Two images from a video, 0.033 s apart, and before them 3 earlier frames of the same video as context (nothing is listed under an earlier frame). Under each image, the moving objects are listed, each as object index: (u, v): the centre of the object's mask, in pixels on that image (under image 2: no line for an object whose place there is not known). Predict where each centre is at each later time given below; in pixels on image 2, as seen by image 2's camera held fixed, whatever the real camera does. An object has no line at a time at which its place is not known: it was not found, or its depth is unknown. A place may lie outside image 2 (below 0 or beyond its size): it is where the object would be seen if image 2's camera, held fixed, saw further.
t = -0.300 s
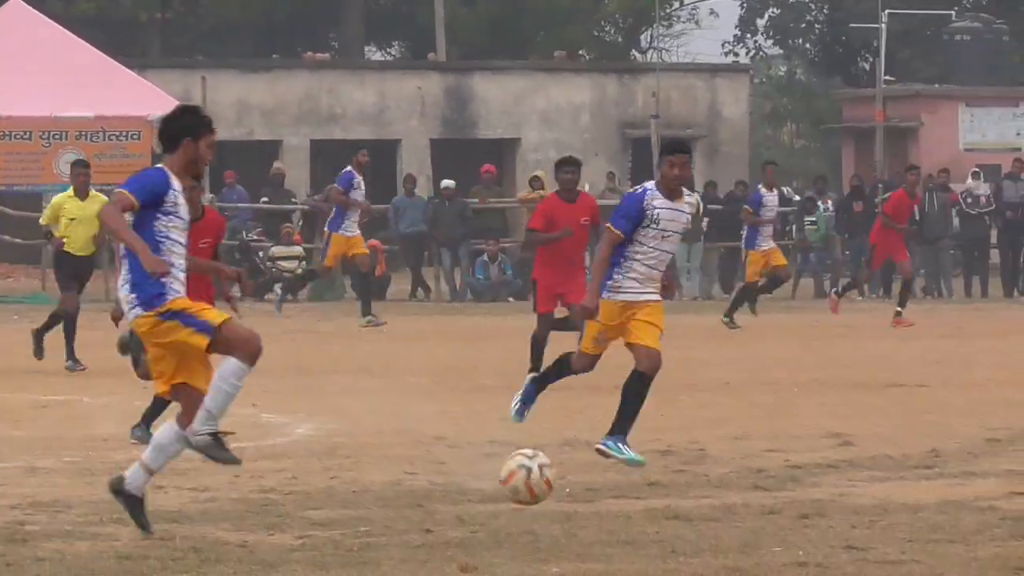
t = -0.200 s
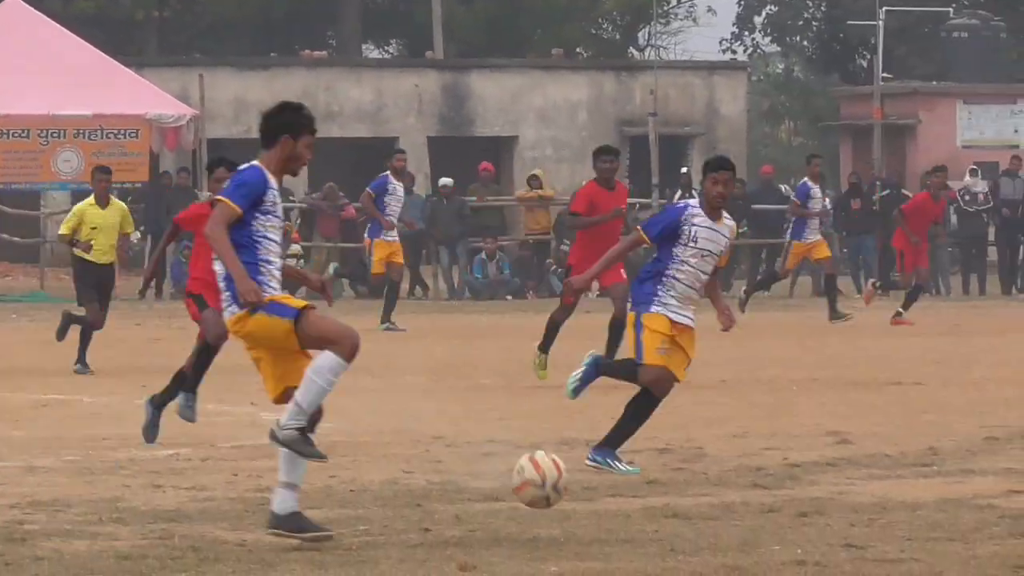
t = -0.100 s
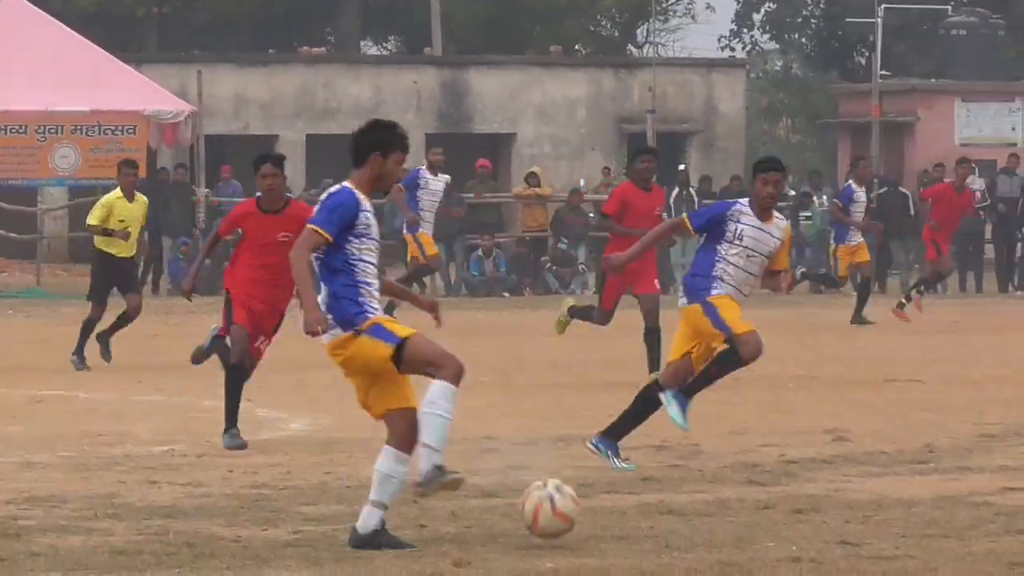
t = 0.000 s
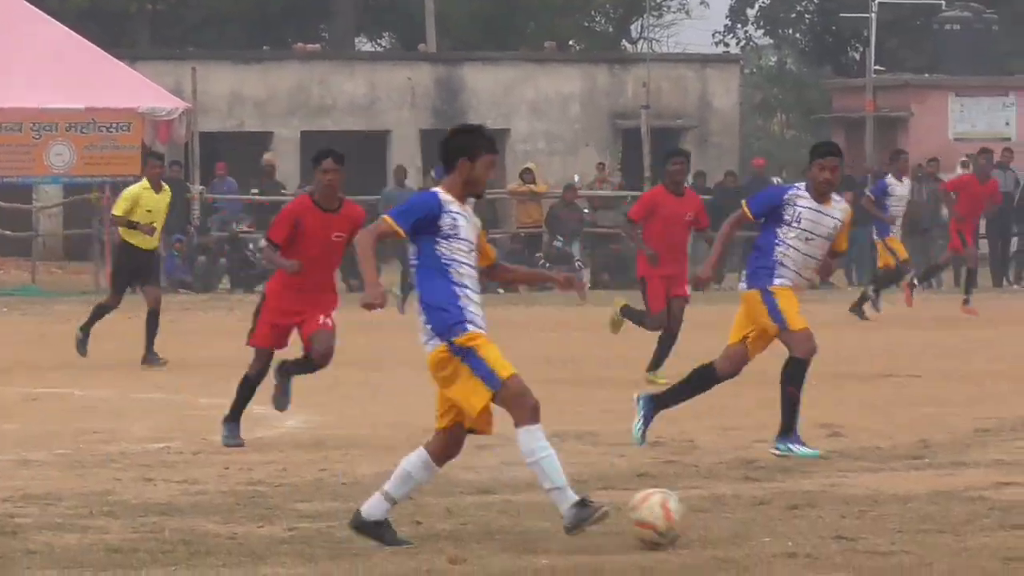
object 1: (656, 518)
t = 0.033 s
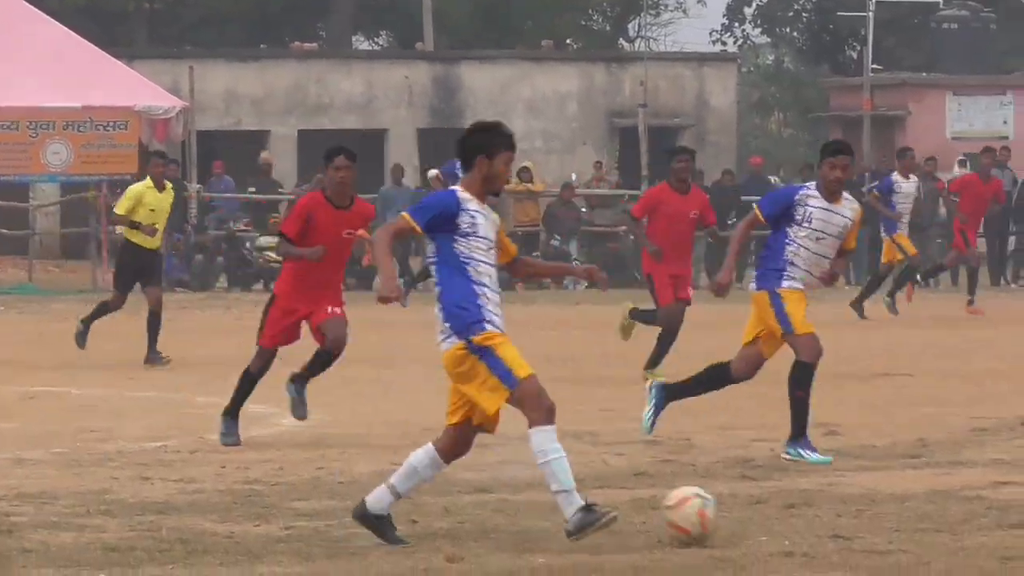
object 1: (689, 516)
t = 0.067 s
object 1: (764, 512)
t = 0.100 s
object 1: (837, 514)
